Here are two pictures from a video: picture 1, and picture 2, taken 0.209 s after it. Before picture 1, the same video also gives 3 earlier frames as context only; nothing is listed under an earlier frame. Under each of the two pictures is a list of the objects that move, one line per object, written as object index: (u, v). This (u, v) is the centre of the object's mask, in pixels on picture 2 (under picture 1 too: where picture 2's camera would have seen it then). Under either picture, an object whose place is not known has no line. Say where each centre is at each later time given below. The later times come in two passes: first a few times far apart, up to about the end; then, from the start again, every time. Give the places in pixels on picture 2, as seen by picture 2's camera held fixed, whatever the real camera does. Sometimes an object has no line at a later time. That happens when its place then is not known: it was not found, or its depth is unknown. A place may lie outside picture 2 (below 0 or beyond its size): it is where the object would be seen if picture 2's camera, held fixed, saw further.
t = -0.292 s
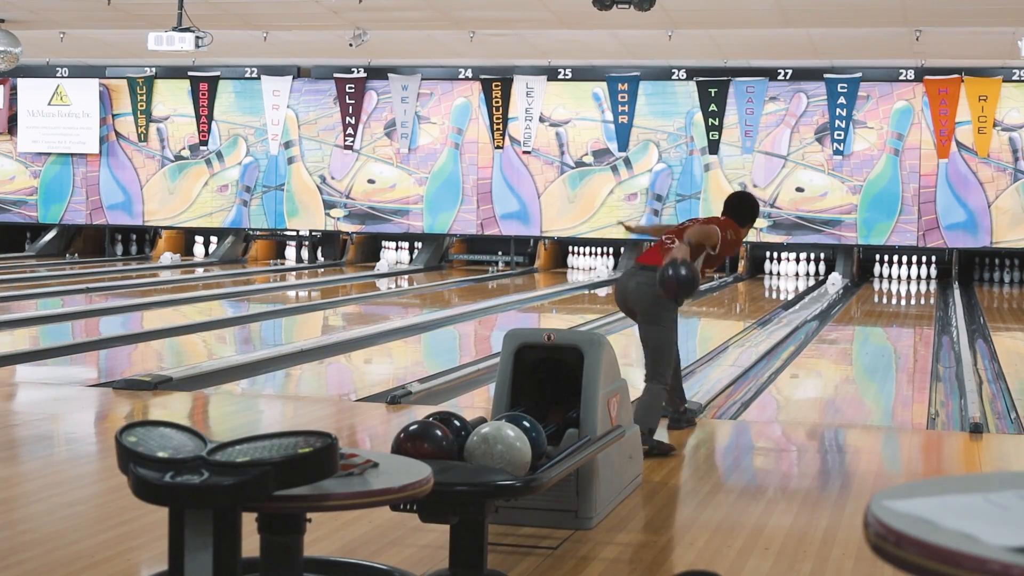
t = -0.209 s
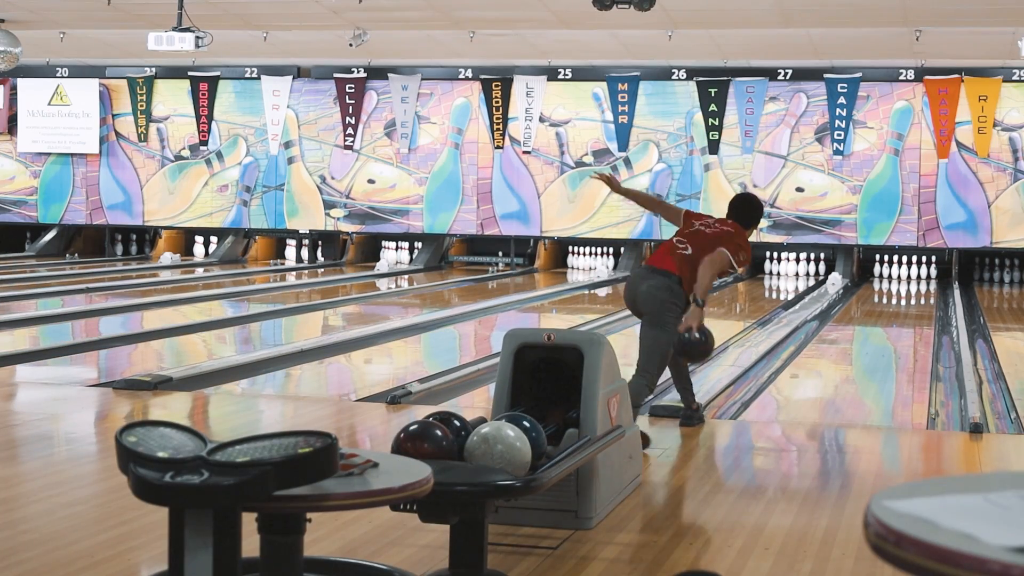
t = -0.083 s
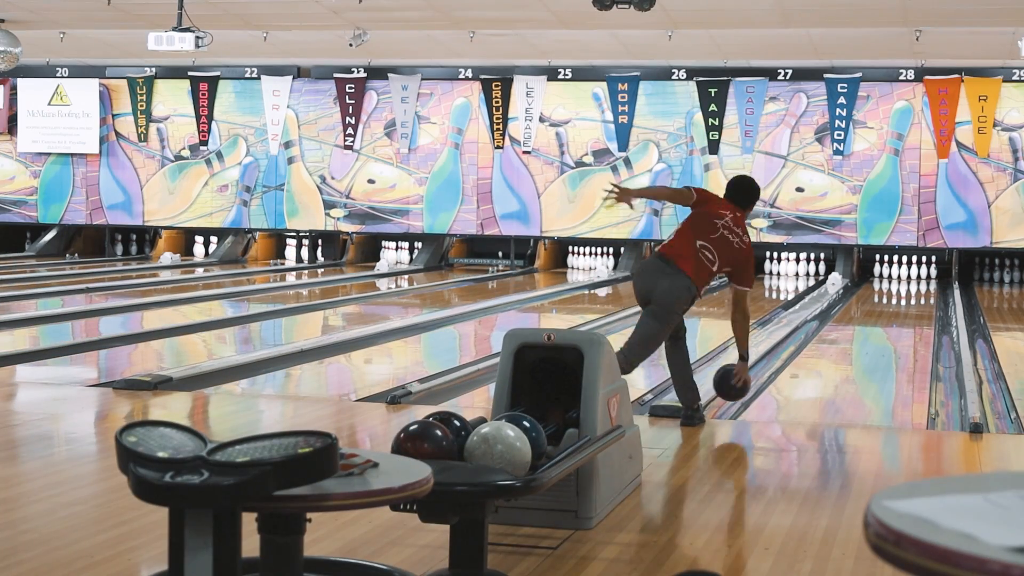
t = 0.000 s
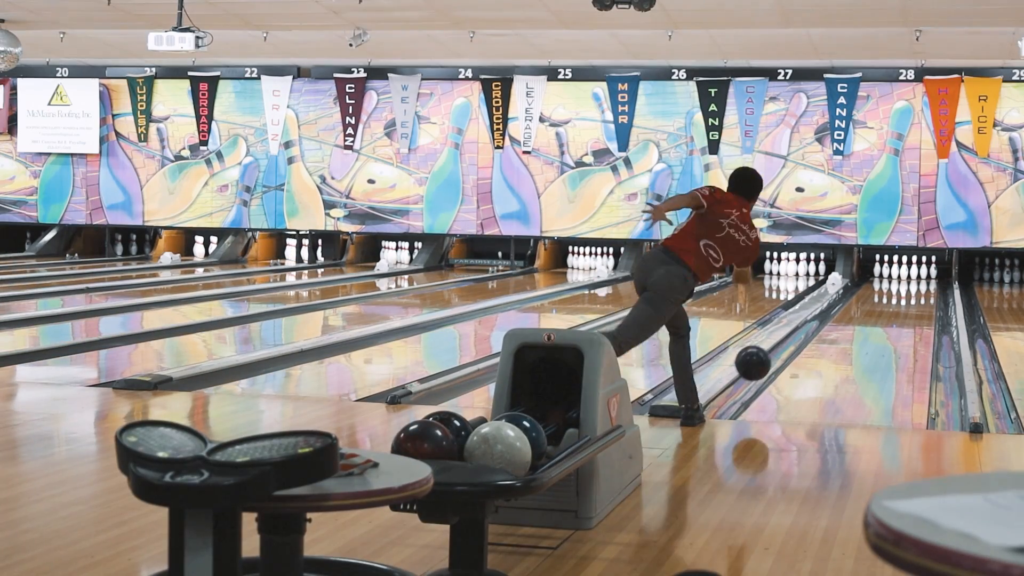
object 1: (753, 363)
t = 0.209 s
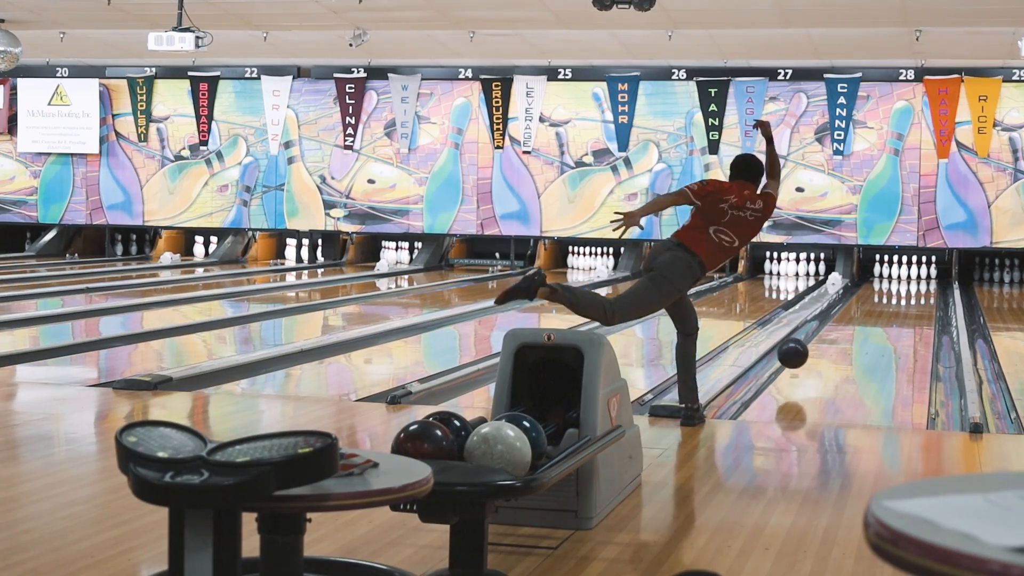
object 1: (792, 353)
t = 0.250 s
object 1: (801, 360)
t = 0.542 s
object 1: (840, 342)
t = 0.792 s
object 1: (866, 326)
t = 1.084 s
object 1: (889, 311)
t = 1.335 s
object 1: (904, 302)
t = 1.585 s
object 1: (915, 294)
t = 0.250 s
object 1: (801, 360)
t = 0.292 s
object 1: (806, 361)
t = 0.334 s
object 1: (814, 355)
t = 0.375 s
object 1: (818, 354)
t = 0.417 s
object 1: (825, 350)
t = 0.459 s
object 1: (830, 348)
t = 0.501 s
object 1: (836, 344)
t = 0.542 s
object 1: (840, 342)
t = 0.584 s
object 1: (846, 338)
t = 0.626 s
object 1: (849, 336)
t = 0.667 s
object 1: (855, 333)
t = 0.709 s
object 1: (858, 331)
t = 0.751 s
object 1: (863, 328)
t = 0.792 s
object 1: (866, 326)
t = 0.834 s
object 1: (870, 323)
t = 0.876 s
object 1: (873, 321)
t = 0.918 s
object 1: (877, 319)
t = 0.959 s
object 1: (880, 317)
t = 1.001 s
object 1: (884, 315)
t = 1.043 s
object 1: (886, 314)
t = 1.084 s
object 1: (889, 311)
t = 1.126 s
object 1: (892, 310)
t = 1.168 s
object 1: (895, 308)
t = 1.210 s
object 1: (897, 307)
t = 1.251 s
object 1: (900, 305)
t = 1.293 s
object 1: (901, 304)
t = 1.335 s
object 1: (904, 302)
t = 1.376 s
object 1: (906, 301)
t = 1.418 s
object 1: (908, 299)
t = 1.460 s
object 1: (910, 298)
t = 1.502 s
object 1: (912, 296)
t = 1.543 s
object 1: (913, 295)
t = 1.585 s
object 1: (915, 294)
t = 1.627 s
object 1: (916, 293)
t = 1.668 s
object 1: (918, 292)
